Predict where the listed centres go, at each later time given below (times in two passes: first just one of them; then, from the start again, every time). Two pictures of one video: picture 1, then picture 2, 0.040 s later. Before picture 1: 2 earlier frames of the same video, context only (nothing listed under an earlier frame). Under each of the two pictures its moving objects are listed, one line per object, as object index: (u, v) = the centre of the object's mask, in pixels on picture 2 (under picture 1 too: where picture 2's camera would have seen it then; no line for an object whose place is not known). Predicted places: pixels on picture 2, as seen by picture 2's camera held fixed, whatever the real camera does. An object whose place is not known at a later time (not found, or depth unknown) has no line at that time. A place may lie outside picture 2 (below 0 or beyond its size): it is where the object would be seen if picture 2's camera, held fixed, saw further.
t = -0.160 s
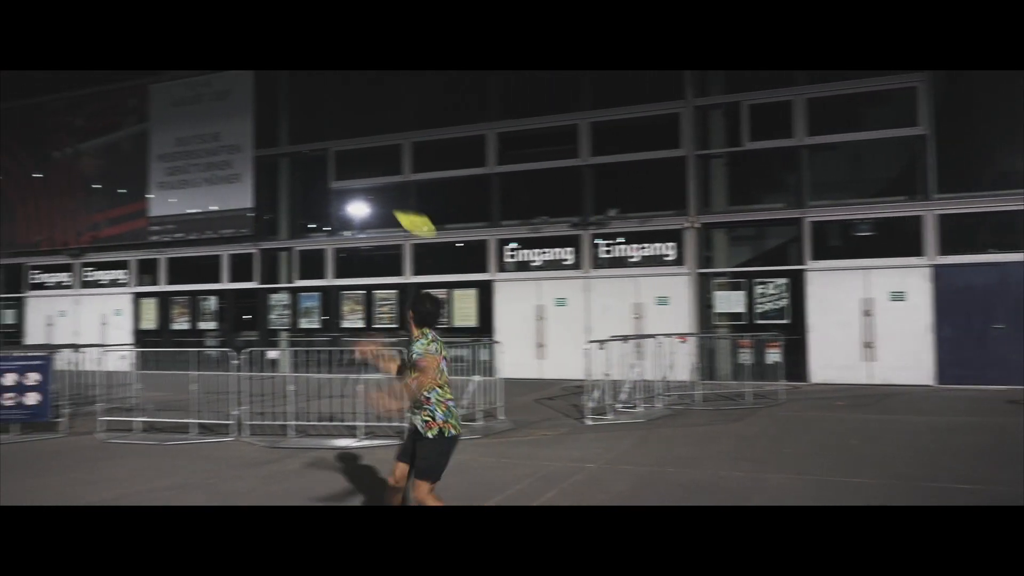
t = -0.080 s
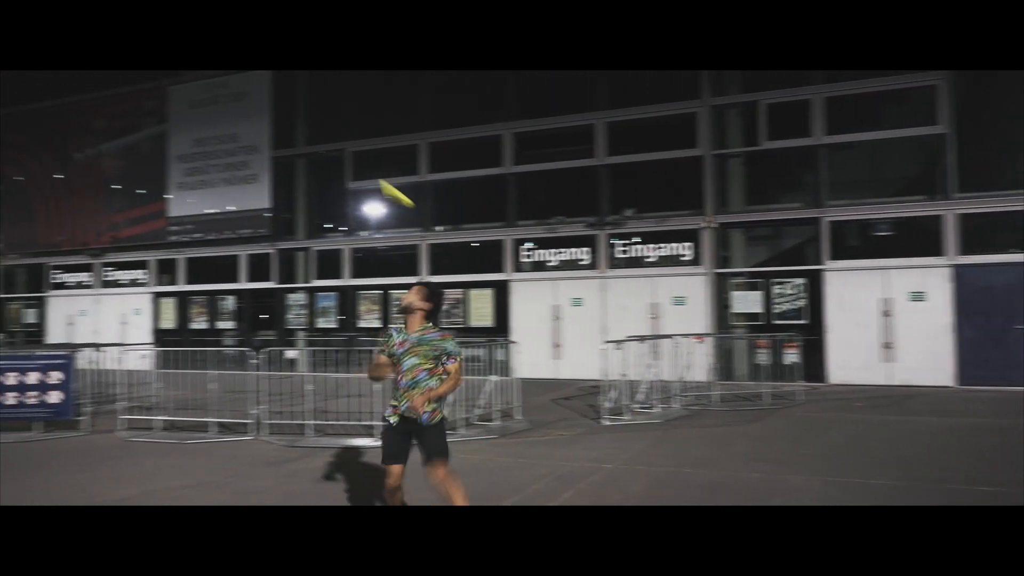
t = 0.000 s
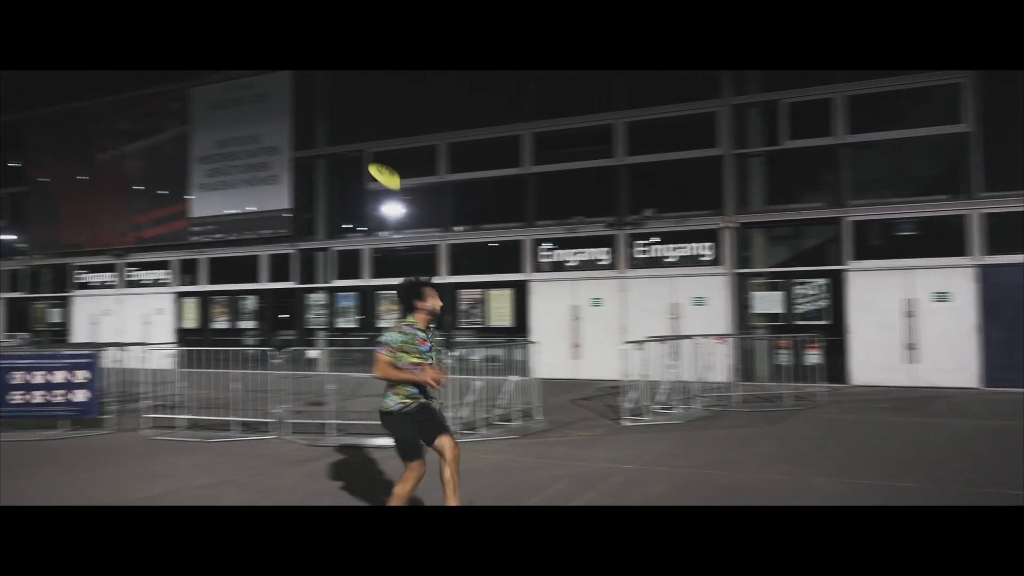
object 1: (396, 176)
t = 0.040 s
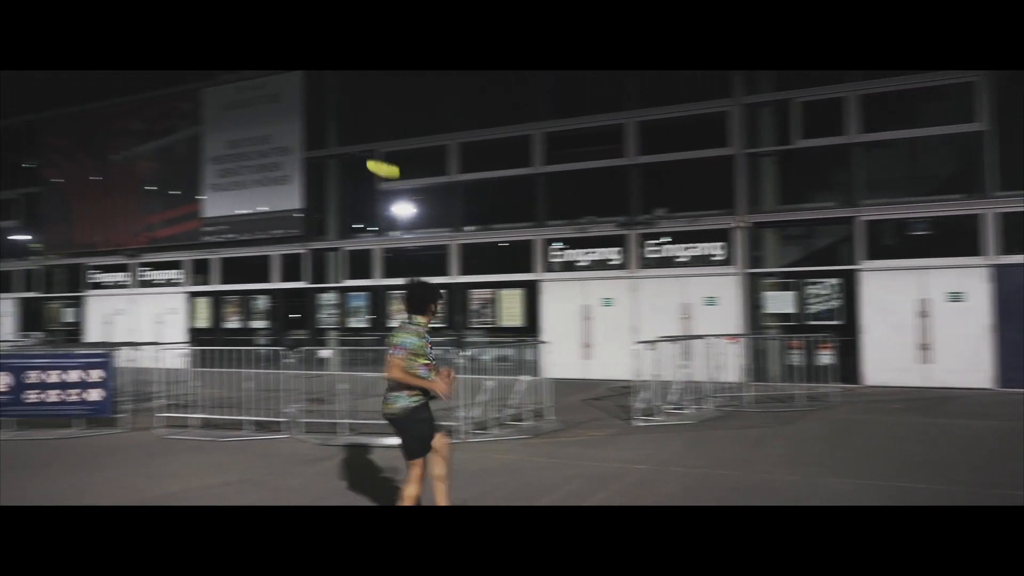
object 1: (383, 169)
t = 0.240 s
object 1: (334, 142)
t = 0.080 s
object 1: (370, 160)
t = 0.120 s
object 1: (358, 154)
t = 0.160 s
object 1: (352, 149)
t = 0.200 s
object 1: (343, 145)
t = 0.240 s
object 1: (334, 142)
